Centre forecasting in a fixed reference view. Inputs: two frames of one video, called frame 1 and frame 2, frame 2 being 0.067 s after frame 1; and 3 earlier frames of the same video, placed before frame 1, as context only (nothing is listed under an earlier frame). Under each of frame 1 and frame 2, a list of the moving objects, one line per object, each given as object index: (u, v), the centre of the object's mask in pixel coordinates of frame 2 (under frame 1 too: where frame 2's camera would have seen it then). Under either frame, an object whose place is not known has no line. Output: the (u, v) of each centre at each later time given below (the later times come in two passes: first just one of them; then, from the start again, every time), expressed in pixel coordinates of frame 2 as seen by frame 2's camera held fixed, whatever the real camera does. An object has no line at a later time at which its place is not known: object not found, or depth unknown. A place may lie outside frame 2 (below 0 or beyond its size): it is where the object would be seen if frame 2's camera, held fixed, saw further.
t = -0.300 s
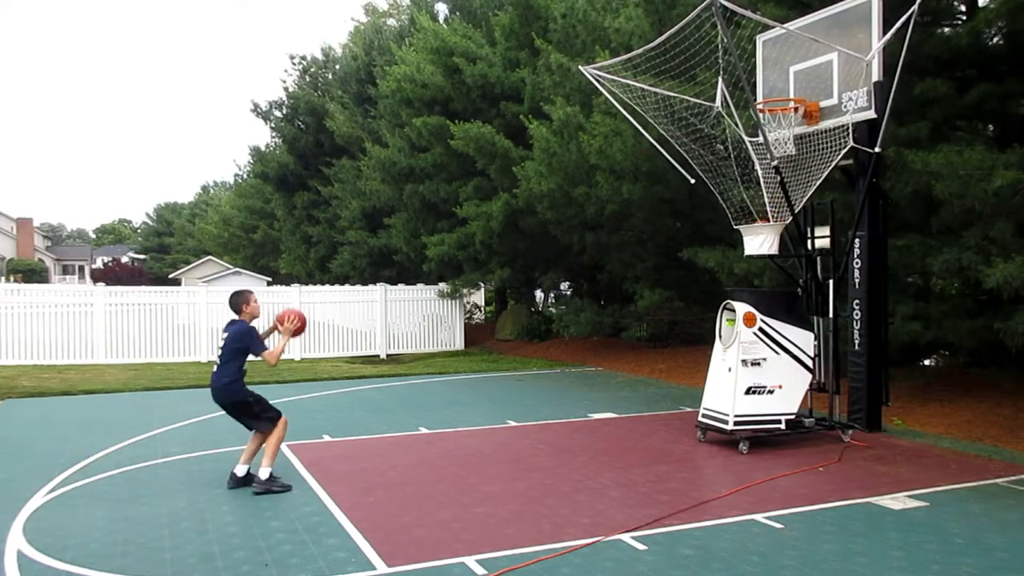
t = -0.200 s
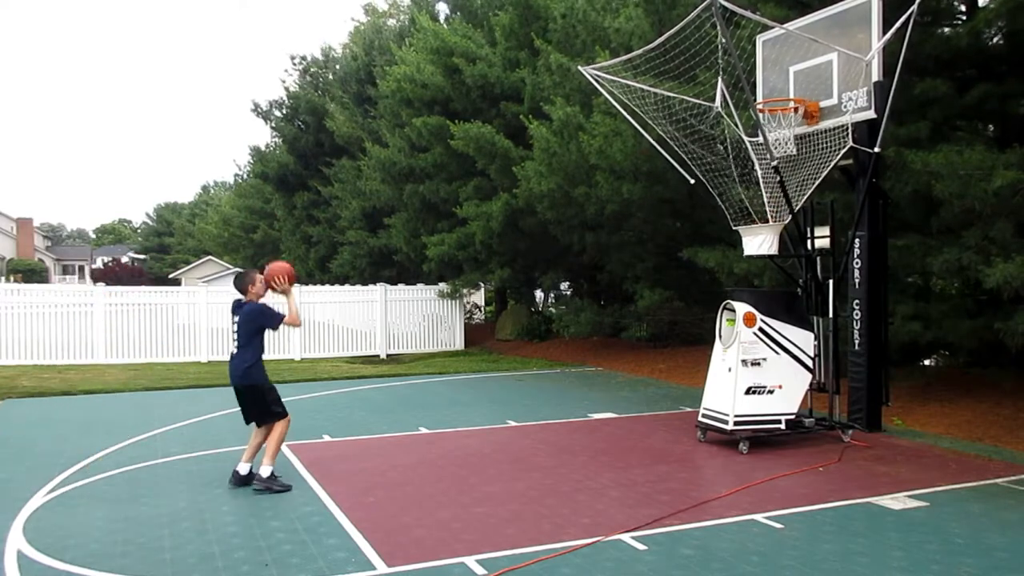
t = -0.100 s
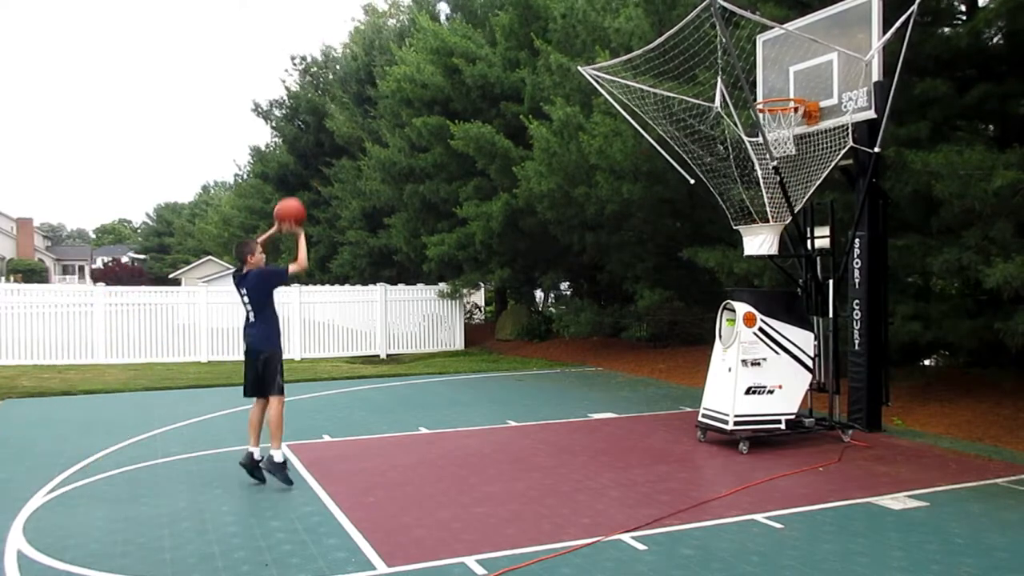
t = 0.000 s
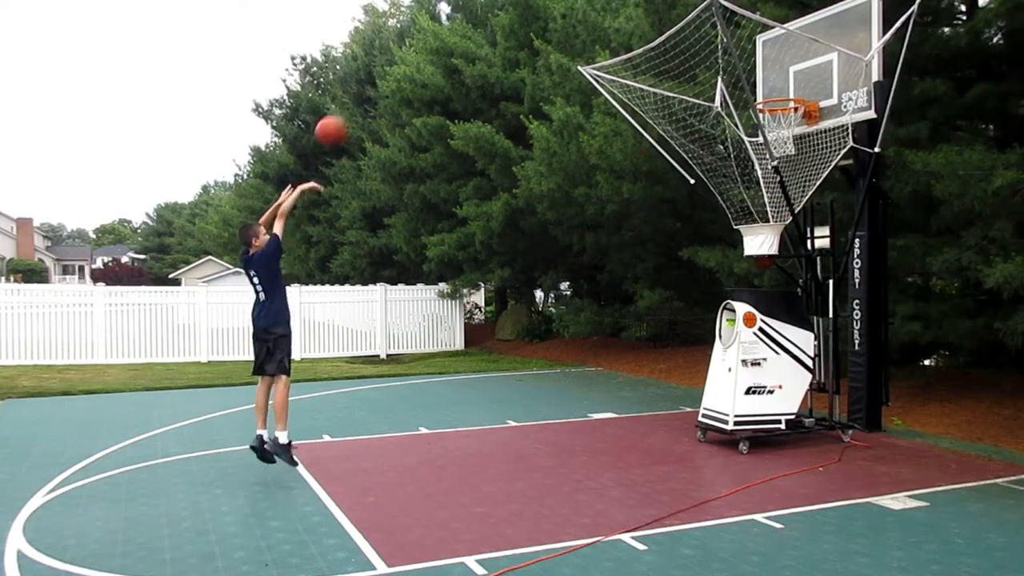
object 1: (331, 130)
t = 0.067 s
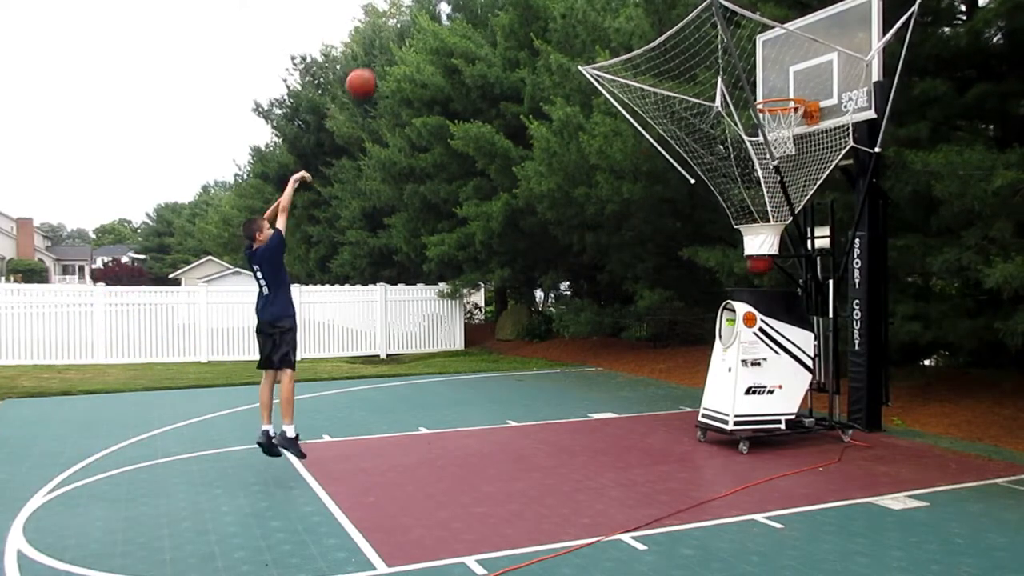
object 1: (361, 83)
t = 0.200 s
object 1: (421, 11)
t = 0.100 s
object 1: (376, 62)
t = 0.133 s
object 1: (391, 42)
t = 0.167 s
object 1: (406, 25)
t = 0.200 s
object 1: (421, 11)
